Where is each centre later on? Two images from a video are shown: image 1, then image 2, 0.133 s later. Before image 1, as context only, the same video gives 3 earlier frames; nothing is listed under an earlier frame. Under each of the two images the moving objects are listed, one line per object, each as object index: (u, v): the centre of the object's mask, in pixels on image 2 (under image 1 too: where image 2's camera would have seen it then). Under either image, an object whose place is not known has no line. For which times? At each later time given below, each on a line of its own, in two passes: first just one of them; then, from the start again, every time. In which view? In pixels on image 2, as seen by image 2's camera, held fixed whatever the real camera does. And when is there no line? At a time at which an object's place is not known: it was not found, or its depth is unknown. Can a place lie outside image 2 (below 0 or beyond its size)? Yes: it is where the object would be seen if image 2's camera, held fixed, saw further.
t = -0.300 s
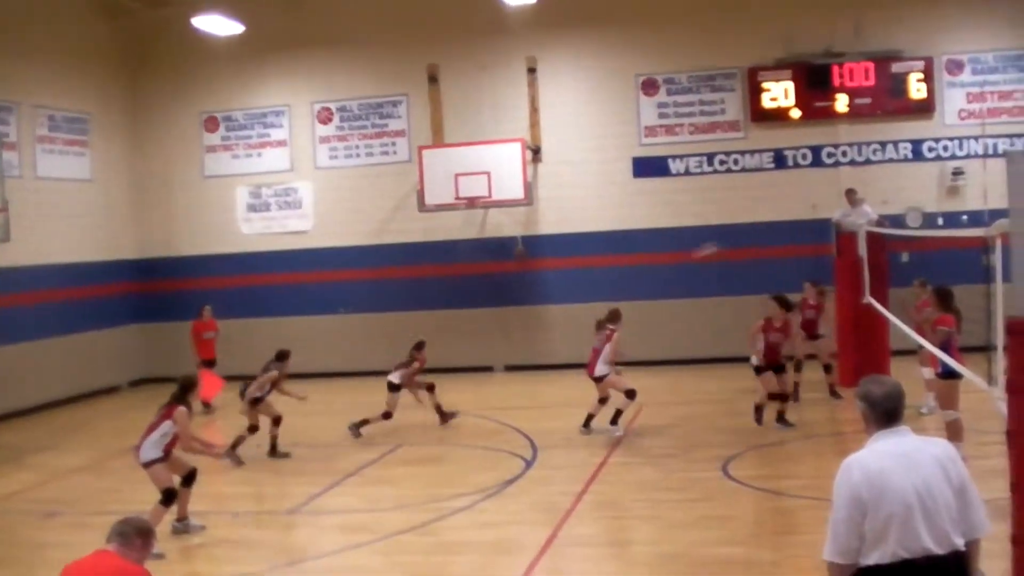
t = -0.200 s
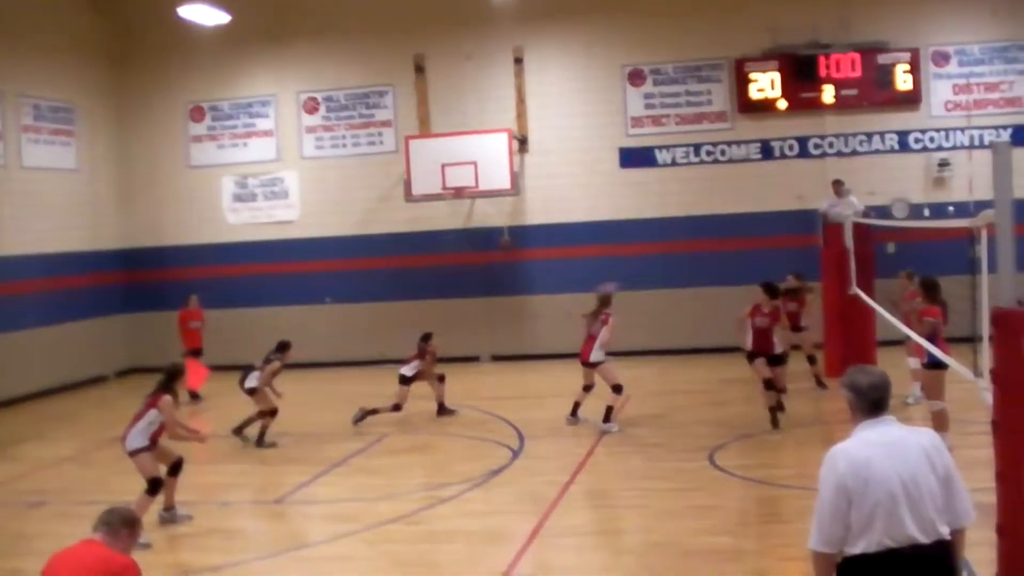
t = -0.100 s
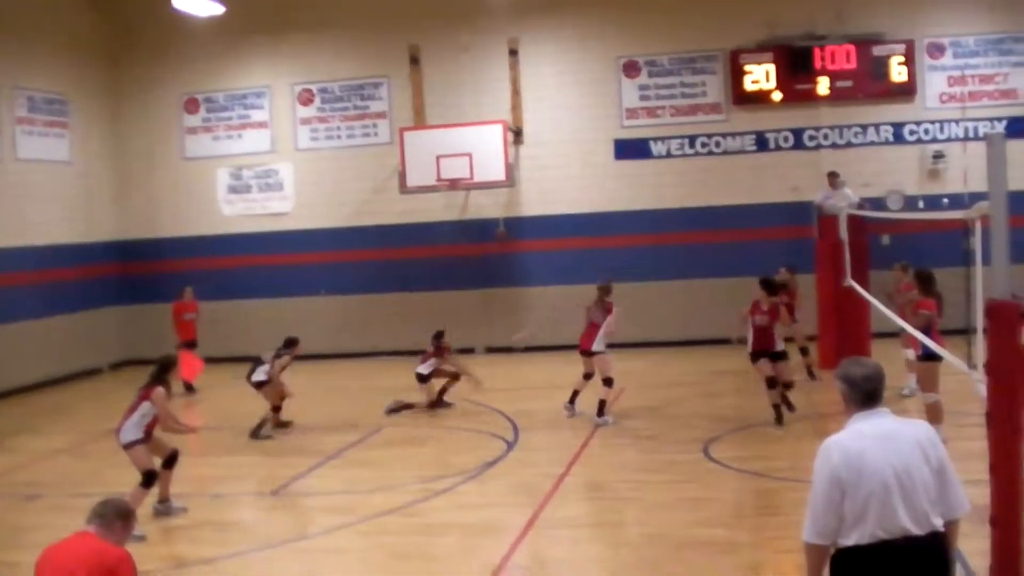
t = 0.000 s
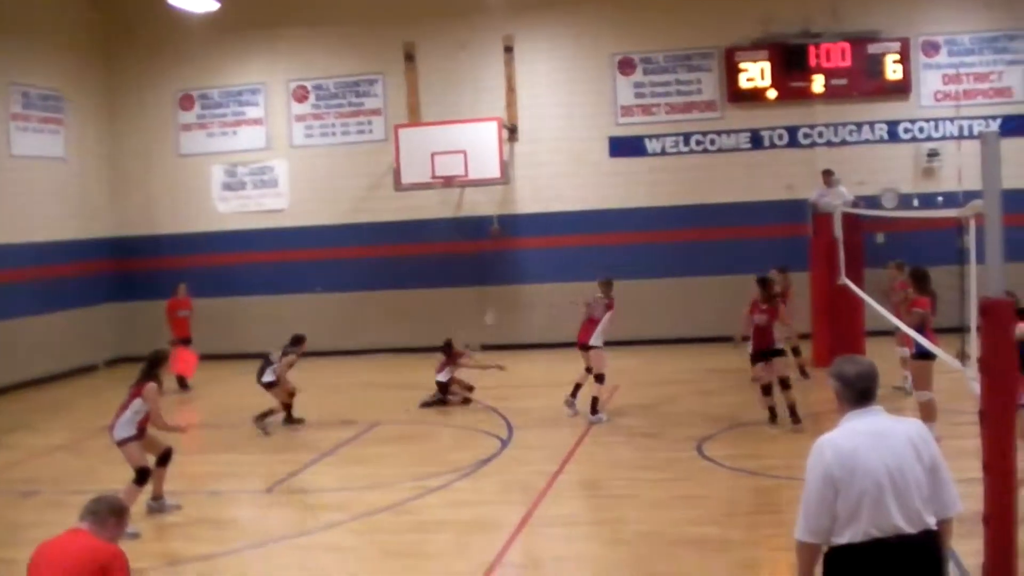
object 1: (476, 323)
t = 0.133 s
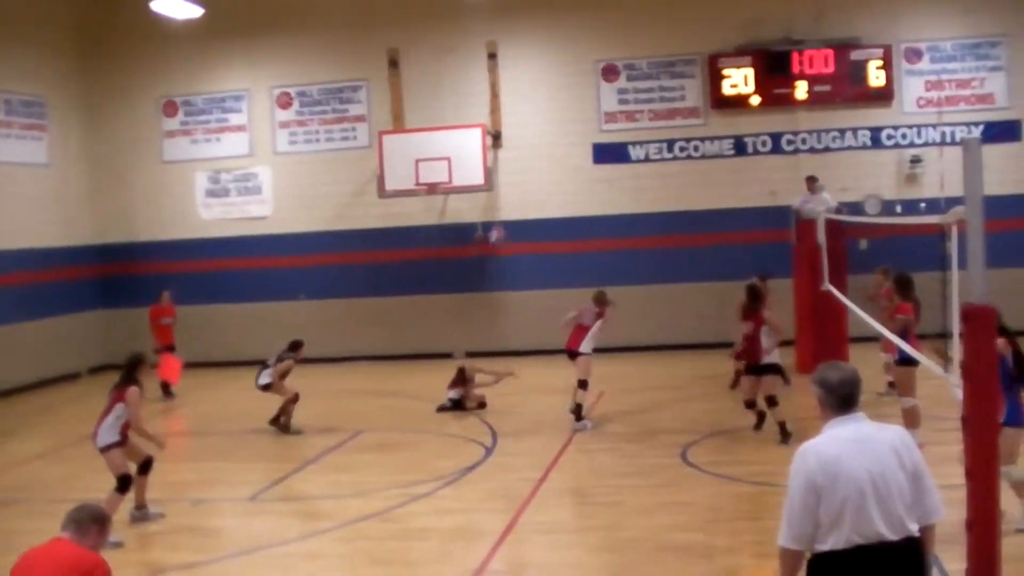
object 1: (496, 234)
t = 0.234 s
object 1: (509, 178)
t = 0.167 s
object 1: (501, 215)
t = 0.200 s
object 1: (505, 197)
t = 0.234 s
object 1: (509, 178)
